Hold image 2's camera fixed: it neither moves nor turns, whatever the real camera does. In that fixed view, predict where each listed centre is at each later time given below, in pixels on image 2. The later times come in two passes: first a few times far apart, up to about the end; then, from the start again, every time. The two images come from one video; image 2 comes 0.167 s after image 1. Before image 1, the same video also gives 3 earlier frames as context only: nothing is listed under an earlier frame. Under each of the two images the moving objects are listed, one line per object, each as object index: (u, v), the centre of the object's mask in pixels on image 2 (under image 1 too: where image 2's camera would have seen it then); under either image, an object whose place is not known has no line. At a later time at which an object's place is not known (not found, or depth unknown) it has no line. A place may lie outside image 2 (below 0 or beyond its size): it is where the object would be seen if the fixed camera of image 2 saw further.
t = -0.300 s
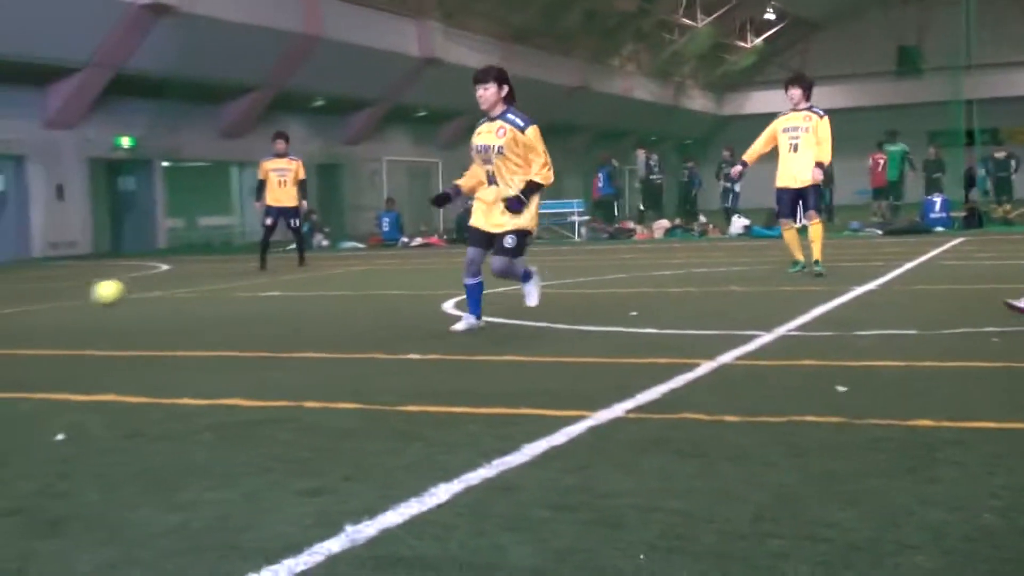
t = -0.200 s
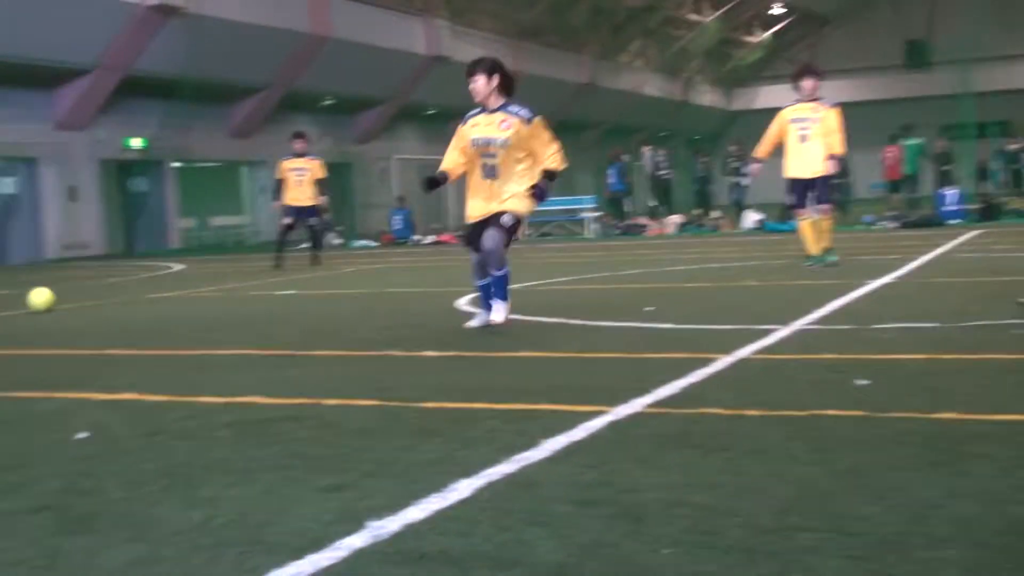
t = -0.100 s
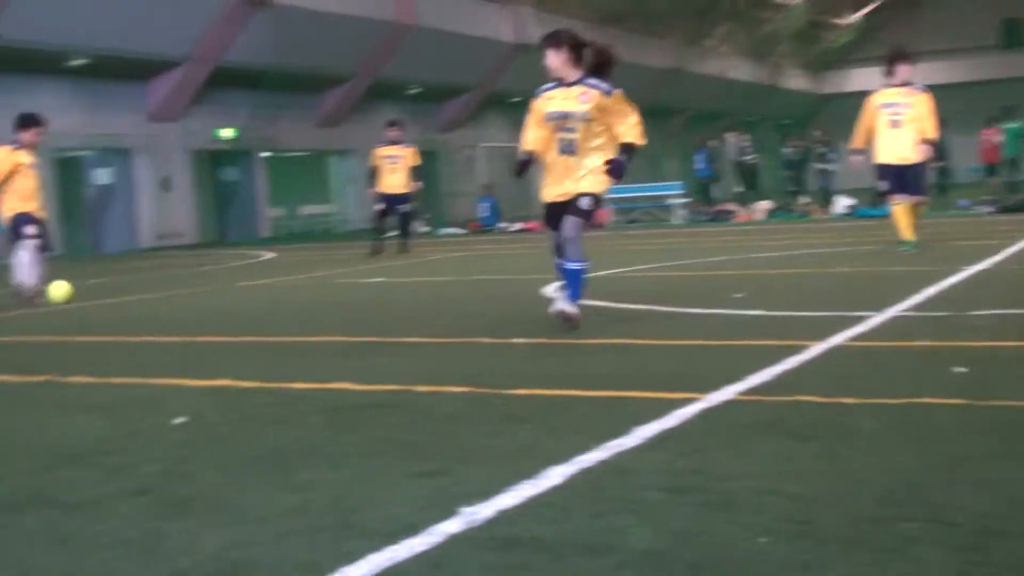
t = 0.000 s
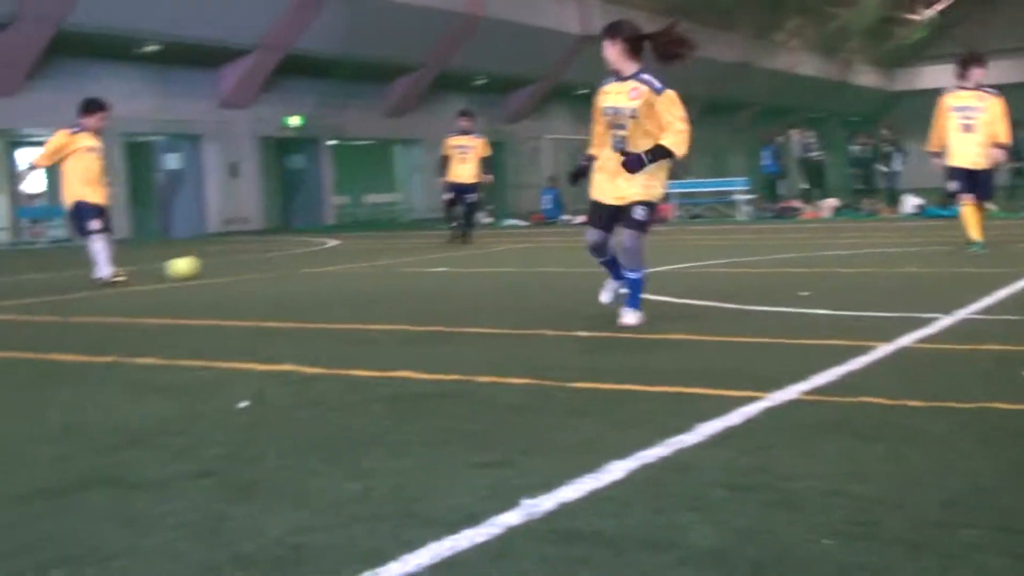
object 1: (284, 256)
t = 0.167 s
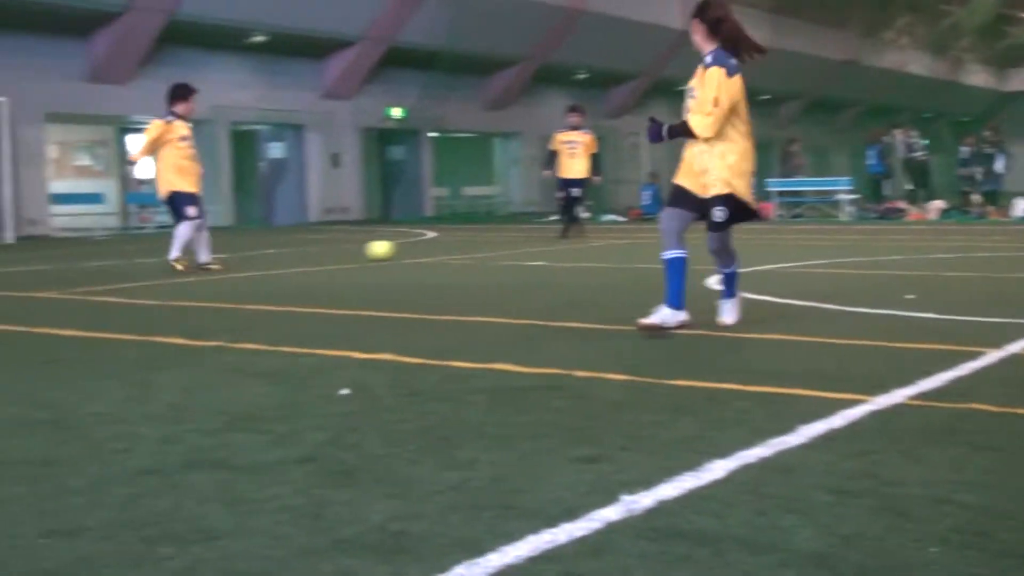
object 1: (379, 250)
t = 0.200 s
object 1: (395, 248)
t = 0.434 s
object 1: (478, 241)
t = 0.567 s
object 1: (510, 237)
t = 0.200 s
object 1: (395, 248)
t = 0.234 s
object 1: (409, 248)
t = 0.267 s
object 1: (424, 247)
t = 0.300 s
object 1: (436, 246)
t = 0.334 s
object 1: (448, 245)
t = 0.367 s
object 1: (459, 245)
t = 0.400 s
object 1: (469, 242)
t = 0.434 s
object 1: (478, 241)
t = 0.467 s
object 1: (487, 240)
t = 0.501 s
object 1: (496, 241)
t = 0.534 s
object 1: (504, 239)
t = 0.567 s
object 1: (510, 237)
